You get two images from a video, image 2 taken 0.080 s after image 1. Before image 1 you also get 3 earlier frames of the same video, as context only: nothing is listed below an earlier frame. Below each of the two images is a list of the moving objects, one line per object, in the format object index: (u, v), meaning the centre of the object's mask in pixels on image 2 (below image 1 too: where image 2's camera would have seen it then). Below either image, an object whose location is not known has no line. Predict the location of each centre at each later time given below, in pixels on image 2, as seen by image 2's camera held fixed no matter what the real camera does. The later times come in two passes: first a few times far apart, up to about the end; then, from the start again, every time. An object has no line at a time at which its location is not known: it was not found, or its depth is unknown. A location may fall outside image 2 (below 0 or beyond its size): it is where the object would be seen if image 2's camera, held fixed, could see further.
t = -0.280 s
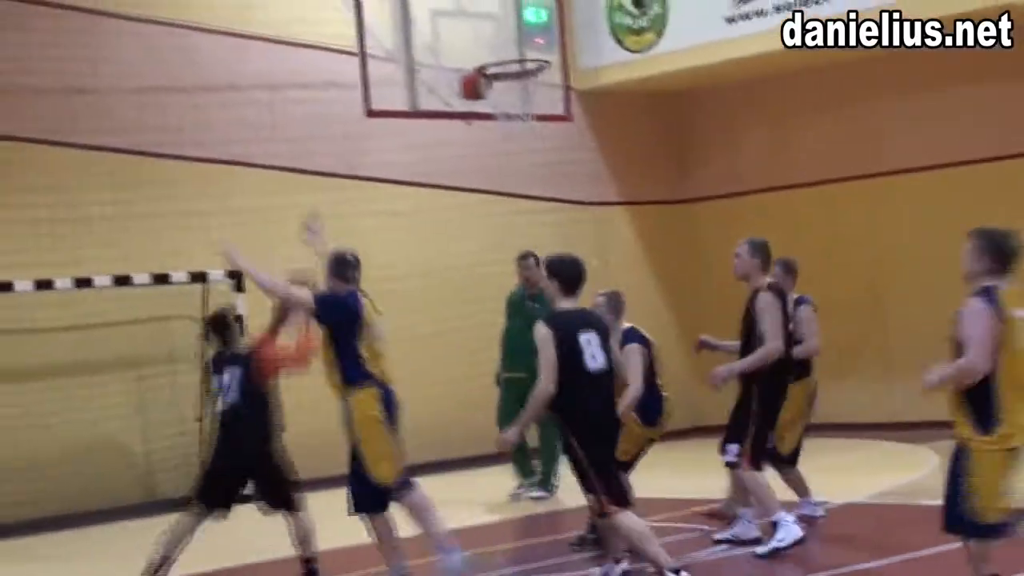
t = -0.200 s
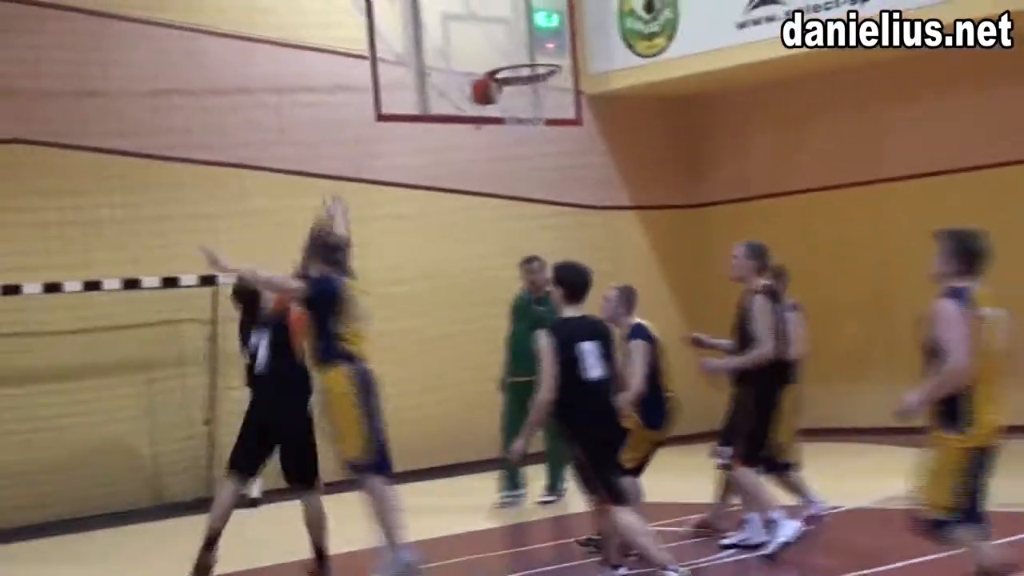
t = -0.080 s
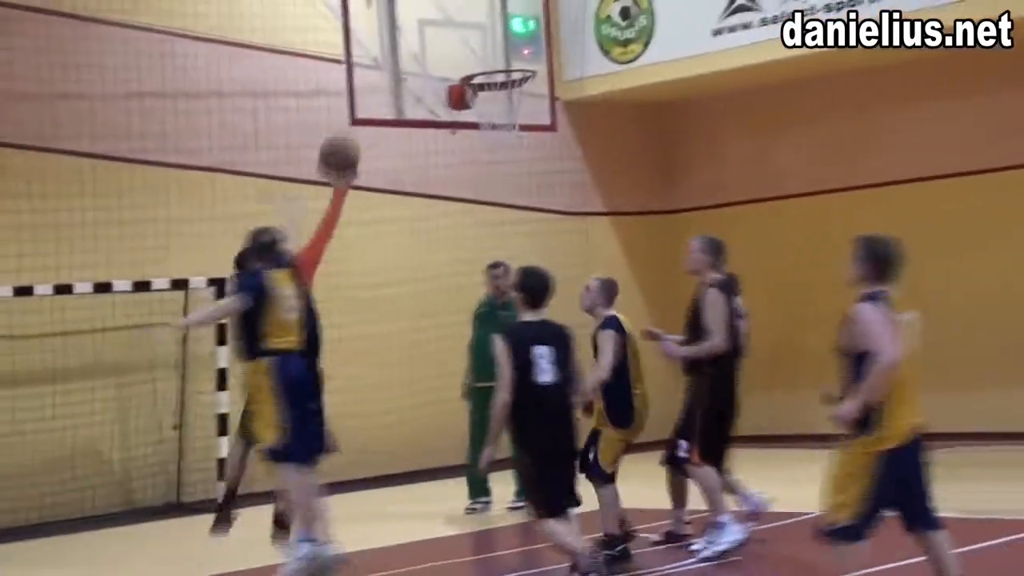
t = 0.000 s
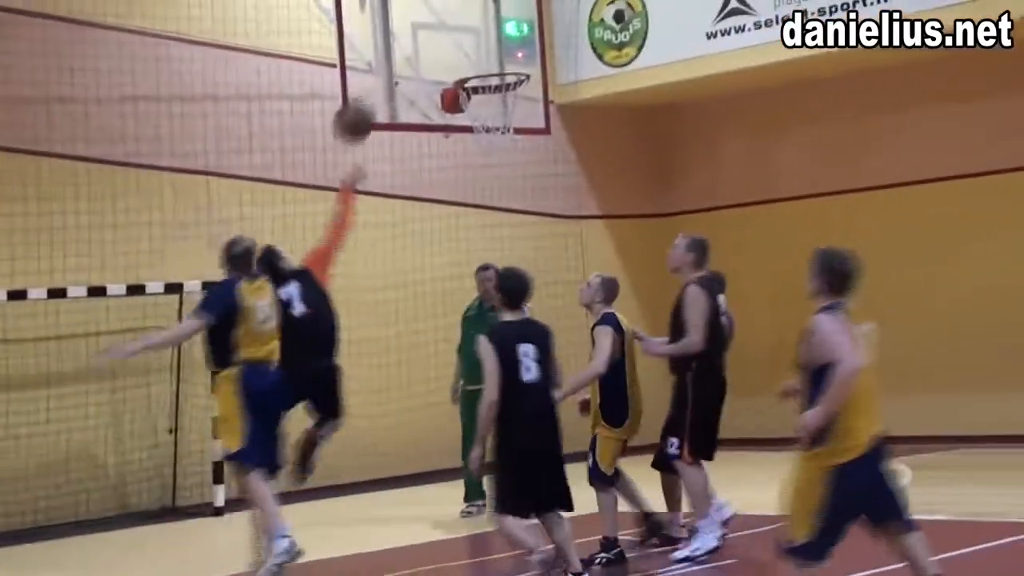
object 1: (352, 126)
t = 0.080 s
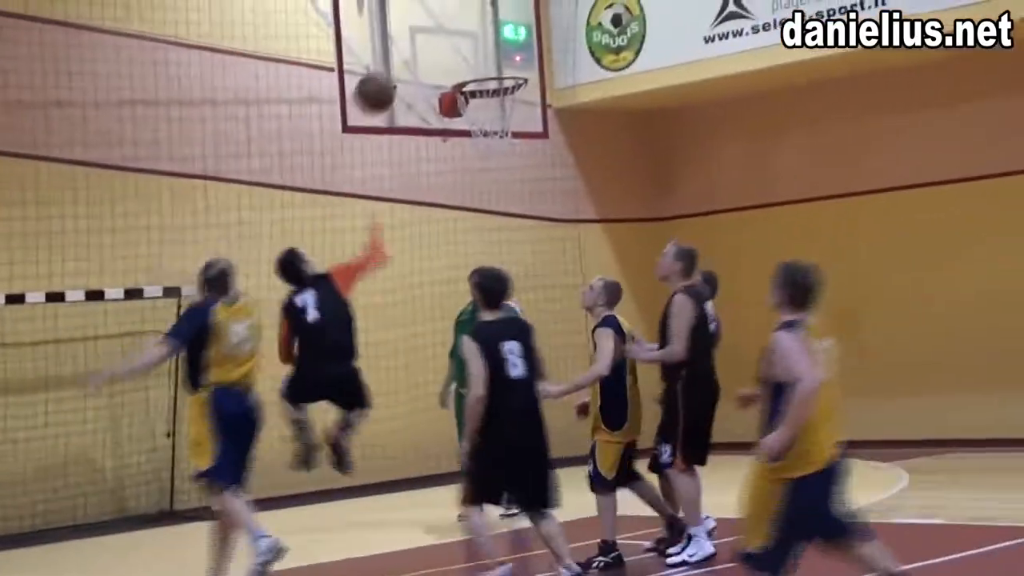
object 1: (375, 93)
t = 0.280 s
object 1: (431, 60)
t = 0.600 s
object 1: (476, 44)
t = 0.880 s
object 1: (508, 55)
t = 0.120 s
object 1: (386, 82)
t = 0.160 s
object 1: (397, 72)
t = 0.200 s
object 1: (409, 66)
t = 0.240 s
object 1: (419, 62)
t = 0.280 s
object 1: (431, 60)
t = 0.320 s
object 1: (443, 61)
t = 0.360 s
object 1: (454, 64)
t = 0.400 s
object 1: (459, 57)
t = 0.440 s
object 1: (462, 49)
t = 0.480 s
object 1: (465, 45)
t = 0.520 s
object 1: (469, 42)
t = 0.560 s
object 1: (472, 42)
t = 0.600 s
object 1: (476, 44)
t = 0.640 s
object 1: (480, 49)
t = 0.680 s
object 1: (485, 56)
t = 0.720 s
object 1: (489, 55)
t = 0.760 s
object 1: (493, 51)
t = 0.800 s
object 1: (498, 50)
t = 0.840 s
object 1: (503, 51)
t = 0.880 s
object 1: (508, 55)
